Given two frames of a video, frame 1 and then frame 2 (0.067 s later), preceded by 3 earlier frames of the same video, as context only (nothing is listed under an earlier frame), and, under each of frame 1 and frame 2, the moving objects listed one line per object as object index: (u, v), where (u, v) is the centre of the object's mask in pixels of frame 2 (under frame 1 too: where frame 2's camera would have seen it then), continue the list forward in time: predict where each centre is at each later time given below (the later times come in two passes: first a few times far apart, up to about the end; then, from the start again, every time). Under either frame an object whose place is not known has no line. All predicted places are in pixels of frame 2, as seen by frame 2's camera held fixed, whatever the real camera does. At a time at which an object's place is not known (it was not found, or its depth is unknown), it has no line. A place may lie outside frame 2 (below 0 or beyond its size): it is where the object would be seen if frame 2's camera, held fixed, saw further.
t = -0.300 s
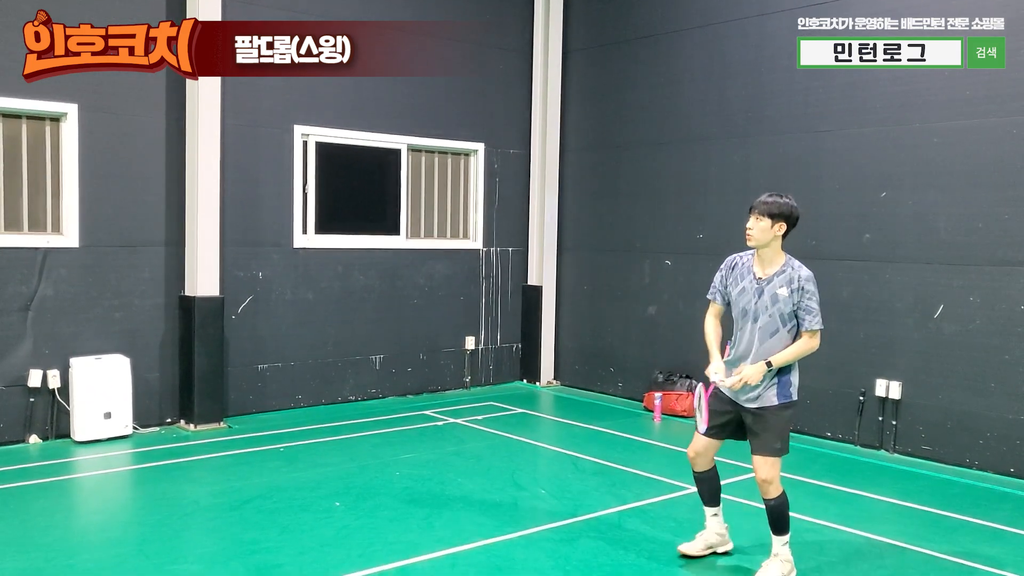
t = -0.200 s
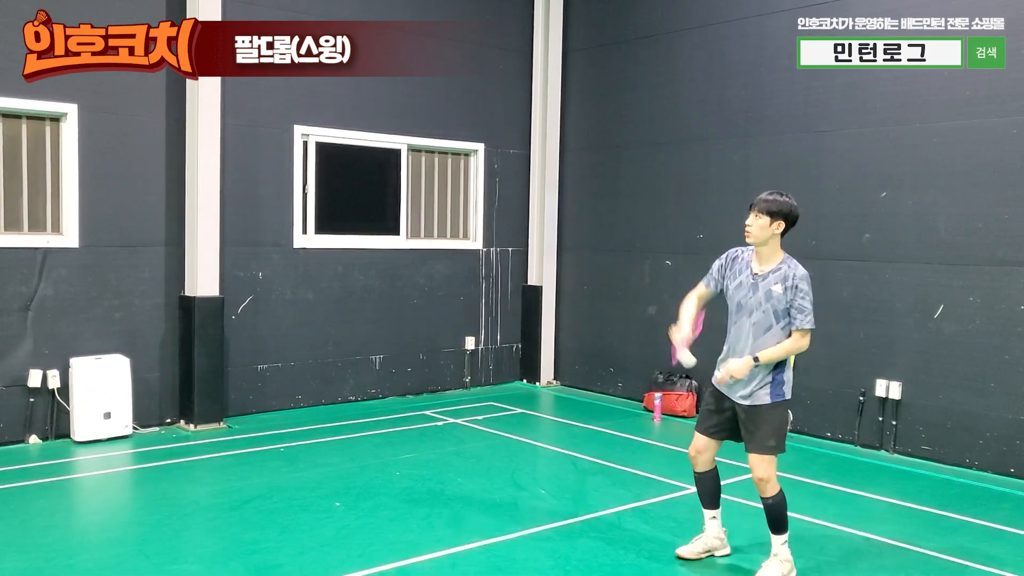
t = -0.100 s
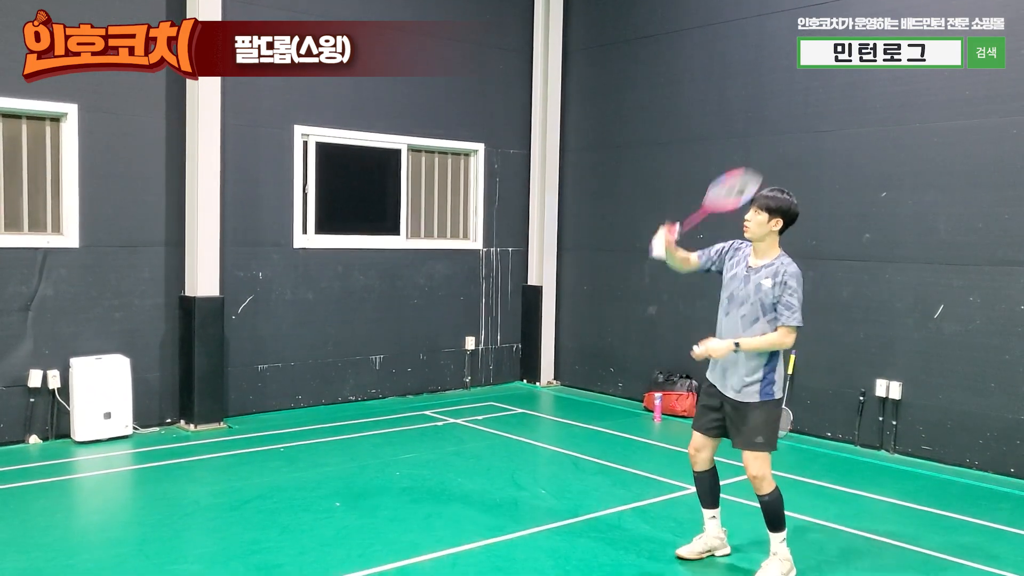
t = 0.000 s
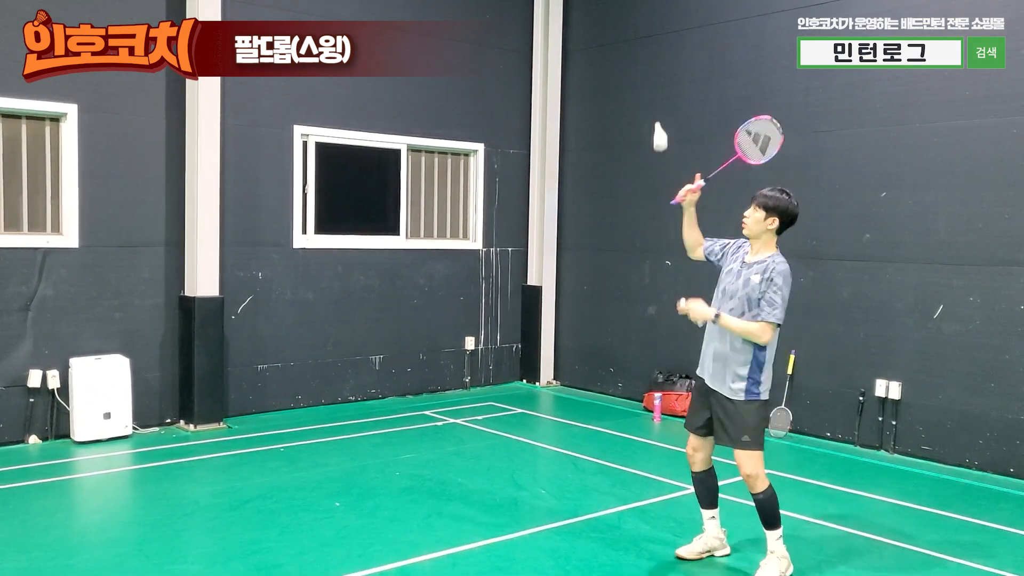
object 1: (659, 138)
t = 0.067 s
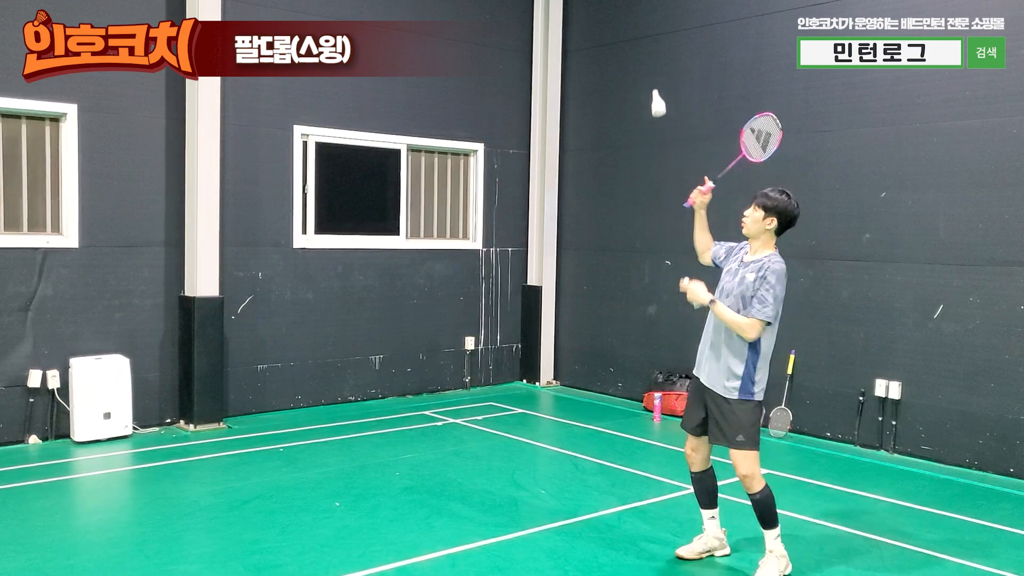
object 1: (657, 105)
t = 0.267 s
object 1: (646, 32)
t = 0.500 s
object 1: (635, 48)
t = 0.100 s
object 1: (656, 86)
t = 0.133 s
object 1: (654, 78)
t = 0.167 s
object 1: (653, 64)
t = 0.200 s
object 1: (650, 46)
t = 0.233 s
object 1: (648, 38)
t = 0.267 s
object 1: (646, 32)
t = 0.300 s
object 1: (644, 27)
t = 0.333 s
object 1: (644, 26)
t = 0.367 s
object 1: (641, 26)
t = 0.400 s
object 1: (639, 29)
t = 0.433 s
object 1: (638, 33)
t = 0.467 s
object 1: (637, 37)
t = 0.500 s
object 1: (635, 48)
